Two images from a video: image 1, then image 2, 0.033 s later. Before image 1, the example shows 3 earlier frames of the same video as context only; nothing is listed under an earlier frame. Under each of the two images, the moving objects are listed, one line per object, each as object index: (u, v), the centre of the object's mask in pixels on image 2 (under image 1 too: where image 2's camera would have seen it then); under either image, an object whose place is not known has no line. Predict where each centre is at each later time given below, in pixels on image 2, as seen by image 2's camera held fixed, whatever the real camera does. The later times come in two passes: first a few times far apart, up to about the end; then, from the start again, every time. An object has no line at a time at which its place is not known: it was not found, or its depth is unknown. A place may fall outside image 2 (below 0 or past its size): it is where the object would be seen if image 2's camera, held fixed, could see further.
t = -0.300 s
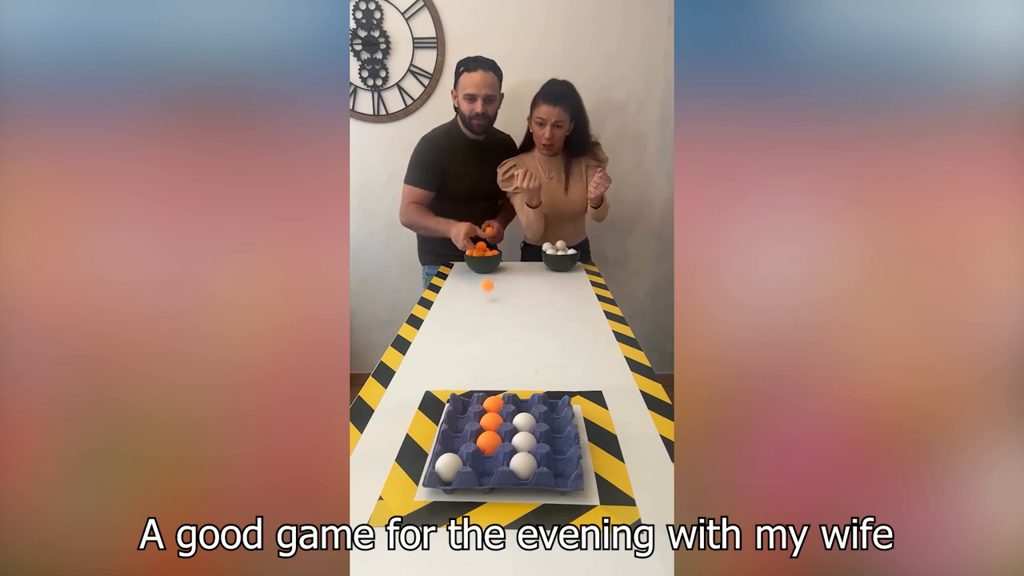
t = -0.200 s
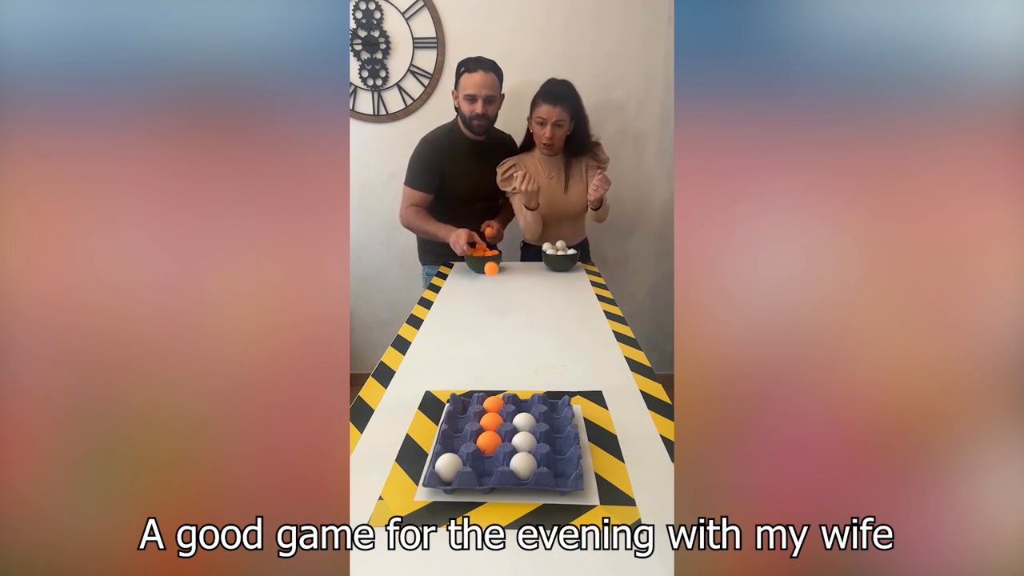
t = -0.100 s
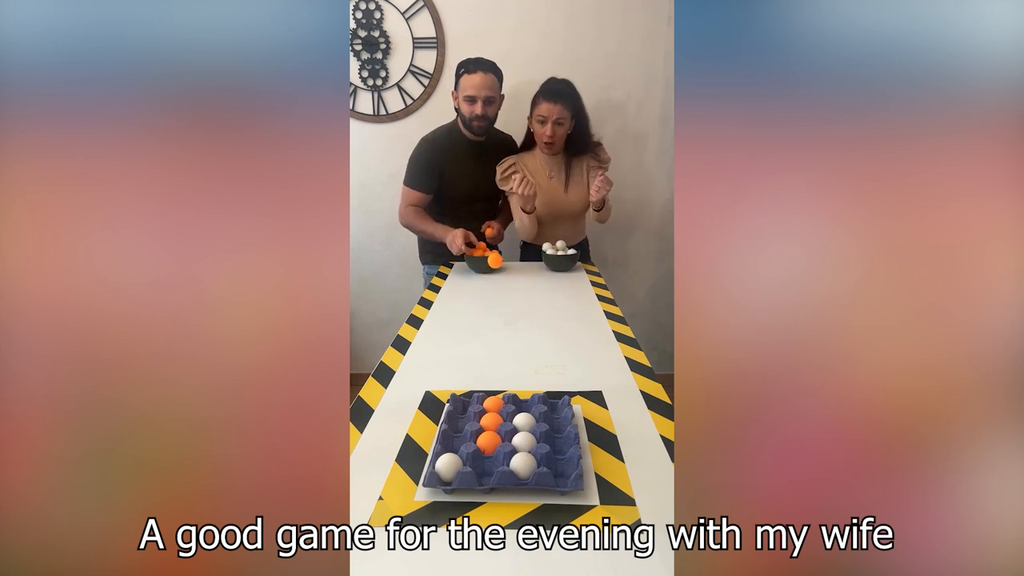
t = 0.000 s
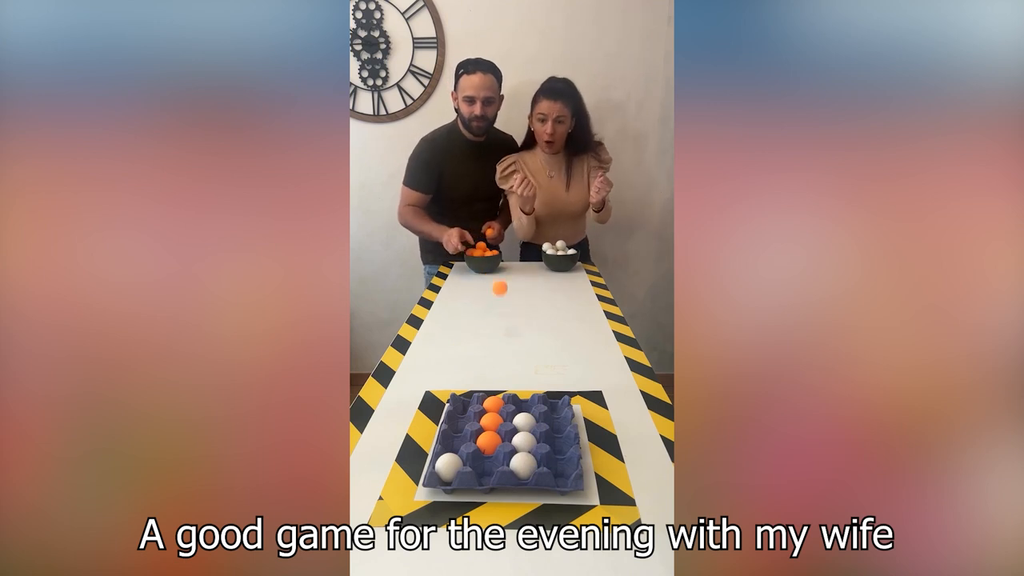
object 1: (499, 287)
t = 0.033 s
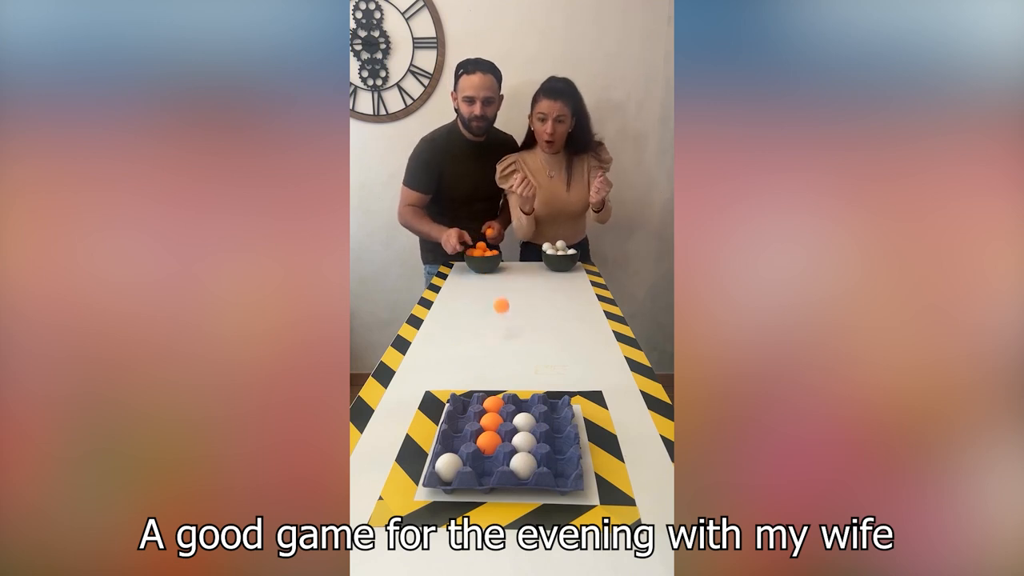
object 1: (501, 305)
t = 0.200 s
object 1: (507, 294)
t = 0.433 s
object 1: (518, 355)
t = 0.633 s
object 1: (529, 363)
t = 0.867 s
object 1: (519, 400)
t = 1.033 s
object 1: (524, 399)
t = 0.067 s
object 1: (503, 328)
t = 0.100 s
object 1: (504, 319)
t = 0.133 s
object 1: (505, 307)
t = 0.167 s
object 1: (506, 298)
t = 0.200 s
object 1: (507, 294)
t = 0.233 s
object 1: (509, 294)
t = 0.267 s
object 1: (510, 299)
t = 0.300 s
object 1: (512, 309)
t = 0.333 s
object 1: (513, 323)
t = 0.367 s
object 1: (515, 343)
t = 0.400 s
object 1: (517, 369)
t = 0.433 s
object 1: (518, 355)
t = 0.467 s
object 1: (519, 344)
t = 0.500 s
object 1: (521, 337)
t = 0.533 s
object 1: (523, 335)
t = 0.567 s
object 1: (525, 339)
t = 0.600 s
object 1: (527, 348)
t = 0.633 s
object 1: (529, 363)
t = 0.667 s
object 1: (530, 384)
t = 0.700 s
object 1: (529, 396)
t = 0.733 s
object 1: (525, 400)
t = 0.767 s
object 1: (522, 400)
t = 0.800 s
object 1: (521, 400)
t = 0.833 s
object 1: (520, 400)
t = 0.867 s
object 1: (519, 400)
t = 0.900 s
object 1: (520, 400)
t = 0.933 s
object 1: (521, 400)
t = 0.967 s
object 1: (523, 400)
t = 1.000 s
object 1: (524, 400)
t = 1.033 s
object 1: (524, 399)
